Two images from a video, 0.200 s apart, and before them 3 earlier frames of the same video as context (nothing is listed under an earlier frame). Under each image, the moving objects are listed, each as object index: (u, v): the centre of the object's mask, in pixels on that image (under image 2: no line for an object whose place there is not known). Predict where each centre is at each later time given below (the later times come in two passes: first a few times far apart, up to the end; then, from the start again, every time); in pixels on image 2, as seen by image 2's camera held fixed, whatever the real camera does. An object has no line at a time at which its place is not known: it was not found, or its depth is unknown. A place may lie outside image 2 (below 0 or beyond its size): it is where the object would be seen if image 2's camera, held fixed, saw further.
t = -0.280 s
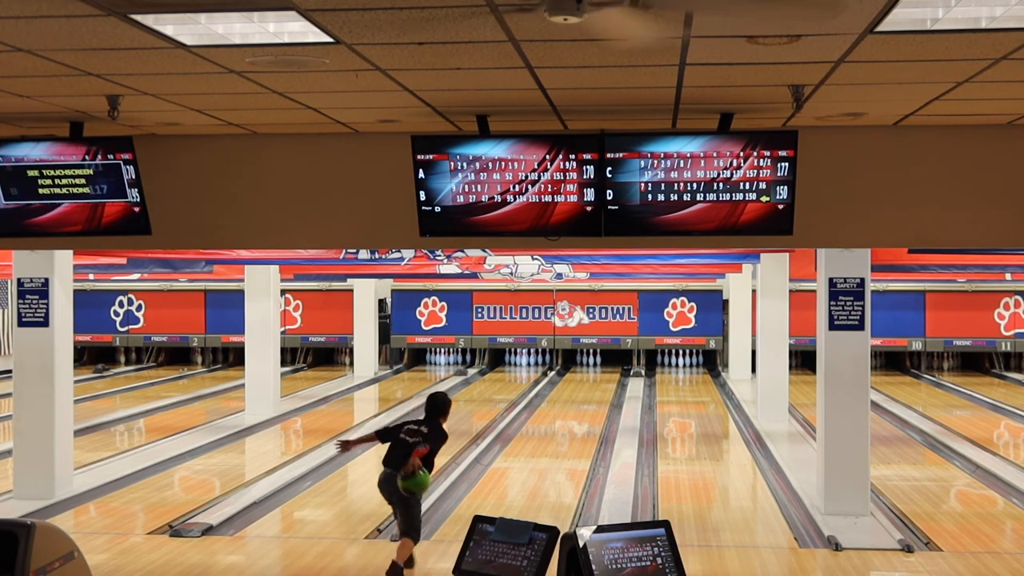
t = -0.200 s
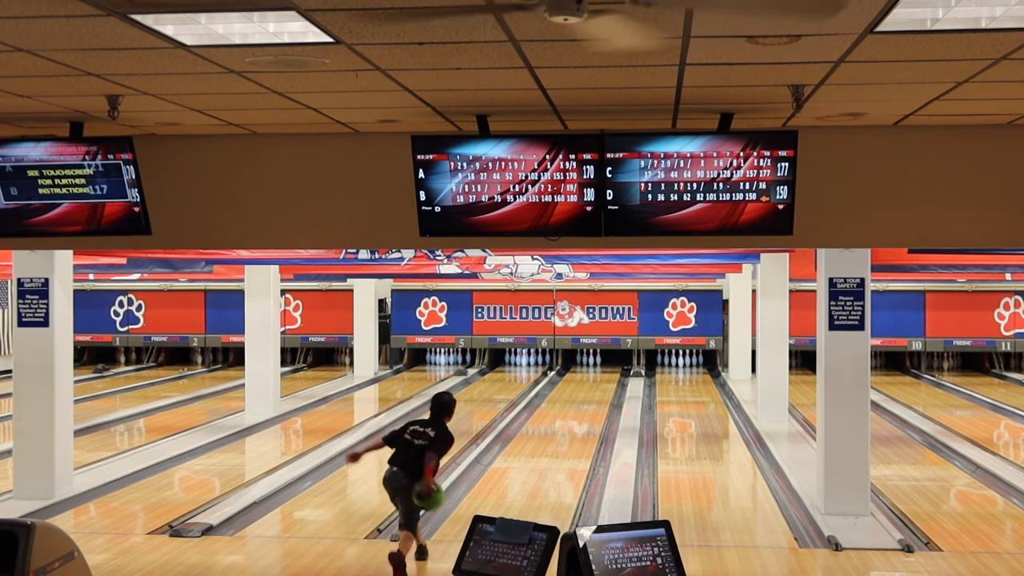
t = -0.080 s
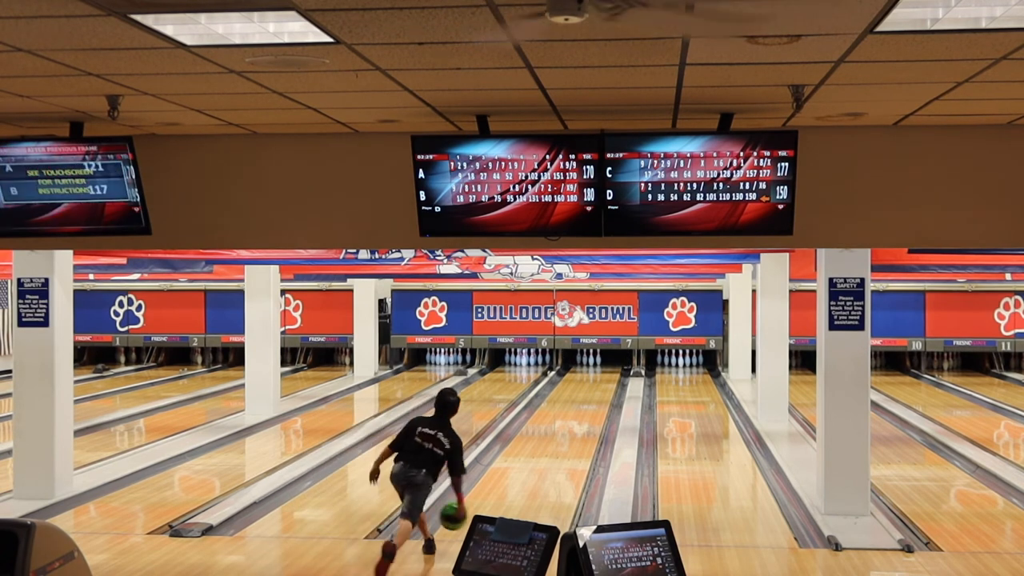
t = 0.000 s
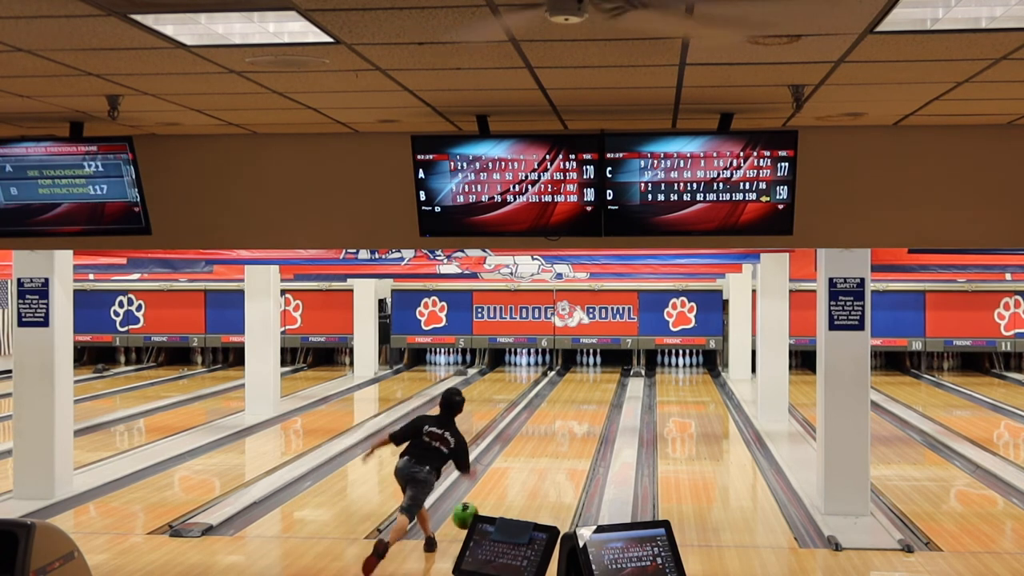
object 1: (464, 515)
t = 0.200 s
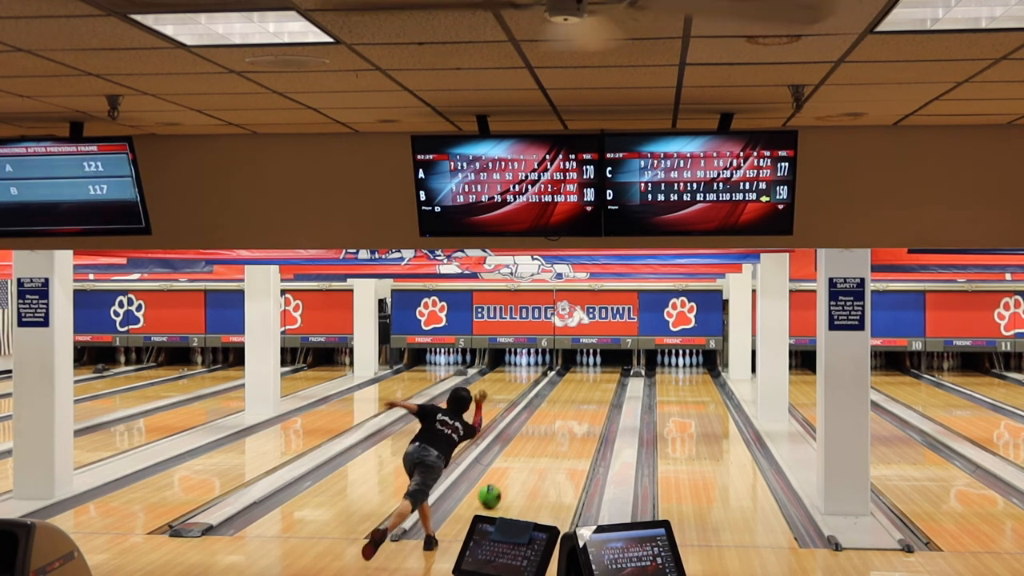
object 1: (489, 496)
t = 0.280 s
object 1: (497, 486)
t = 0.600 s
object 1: (522, 452)
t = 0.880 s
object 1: (538, 431)
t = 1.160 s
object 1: (550, 413)
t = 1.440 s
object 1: (560, 400)
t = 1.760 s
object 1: (569, 387)
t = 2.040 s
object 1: (574, 378)
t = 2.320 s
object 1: (578, 371)
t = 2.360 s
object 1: (578, 369)
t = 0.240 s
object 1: (494, 491)
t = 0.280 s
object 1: (497, 486)
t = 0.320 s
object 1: (501, 481)
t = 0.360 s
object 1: (504, 477)
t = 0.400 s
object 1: (508, 472)
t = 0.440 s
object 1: (511, 467)
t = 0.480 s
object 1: (514, 464)
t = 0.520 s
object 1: (517, 459)
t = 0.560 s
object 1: (520, 456)
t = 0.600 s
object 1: (522, 452)
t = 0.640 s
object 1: (525, 449)
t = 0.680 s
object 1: (527, 446)
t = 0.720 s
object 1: (530, 443)
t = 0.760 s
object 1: (532, 441)
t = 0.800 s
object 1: (535, 434)
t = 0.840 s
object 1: (536, 434)
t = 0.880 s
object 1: (538, 431)
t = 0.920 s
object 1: (540, 428)
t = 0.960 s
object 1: (542, 425)
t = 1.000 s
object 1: (544, 423)
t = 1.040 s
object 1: (546, 421)
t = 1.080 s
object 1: (547, 418)
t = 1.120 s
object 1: (549, 416)
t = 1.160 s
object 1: (550, 413)
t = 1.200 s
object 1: (552, 411)
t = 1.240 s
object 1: (554, 410)
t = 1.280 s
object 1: (555, 408)
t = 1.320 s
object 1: (557, 406)
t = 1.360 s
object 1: (558, 403)
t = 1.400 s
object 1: (559, 402)
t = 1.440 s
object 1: (560, 400)
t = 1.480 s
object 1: (561, 398)
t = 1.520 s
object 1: (562, 397)
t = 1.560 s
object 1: (563, 395)
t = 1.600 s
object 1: (565, 393)
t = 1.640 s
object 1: (565, 392)
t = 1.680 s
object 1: (567, 390)
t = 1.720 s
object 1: (568, 389)
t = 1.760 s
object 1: (569, 387)
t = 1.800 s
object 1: (569, 386)
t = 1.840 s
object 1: (570, 384)
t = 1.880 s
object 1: (571, 383)
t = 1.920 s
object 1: (572, 382)
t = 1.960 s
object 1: (573, 381)
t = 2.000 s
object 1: (573, 379)
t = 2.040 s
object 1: (574, 378)
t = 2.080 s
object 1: (575, 377)
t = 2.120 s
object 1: (575, 376)
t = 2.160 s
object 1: (576, 375)
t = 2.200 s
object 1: (577, 373)
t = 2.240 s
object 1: (577, 372)
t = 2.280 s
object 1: (578, 371)
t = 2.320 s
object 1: (578, 371)
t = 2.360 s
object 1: (578, 369)
